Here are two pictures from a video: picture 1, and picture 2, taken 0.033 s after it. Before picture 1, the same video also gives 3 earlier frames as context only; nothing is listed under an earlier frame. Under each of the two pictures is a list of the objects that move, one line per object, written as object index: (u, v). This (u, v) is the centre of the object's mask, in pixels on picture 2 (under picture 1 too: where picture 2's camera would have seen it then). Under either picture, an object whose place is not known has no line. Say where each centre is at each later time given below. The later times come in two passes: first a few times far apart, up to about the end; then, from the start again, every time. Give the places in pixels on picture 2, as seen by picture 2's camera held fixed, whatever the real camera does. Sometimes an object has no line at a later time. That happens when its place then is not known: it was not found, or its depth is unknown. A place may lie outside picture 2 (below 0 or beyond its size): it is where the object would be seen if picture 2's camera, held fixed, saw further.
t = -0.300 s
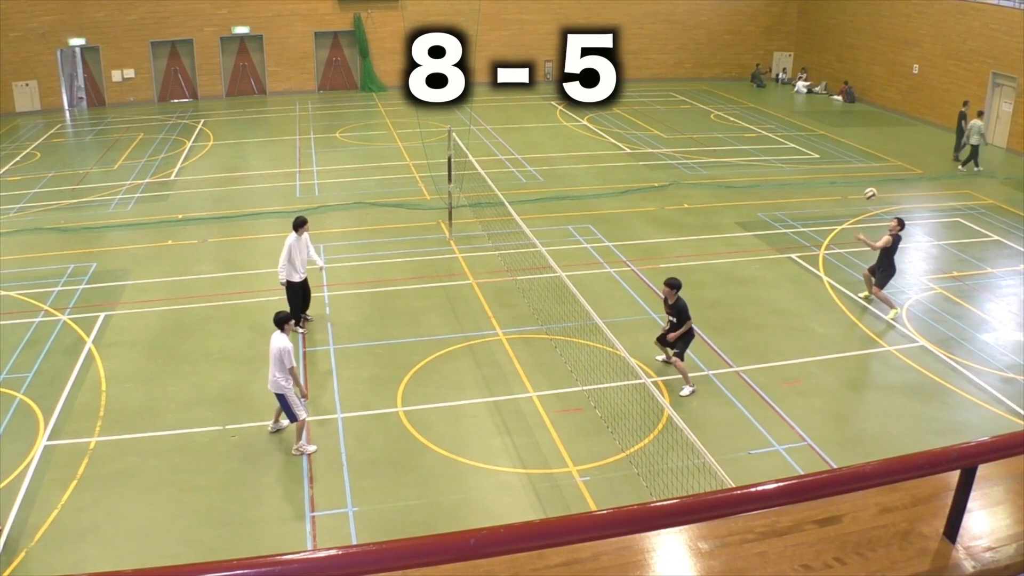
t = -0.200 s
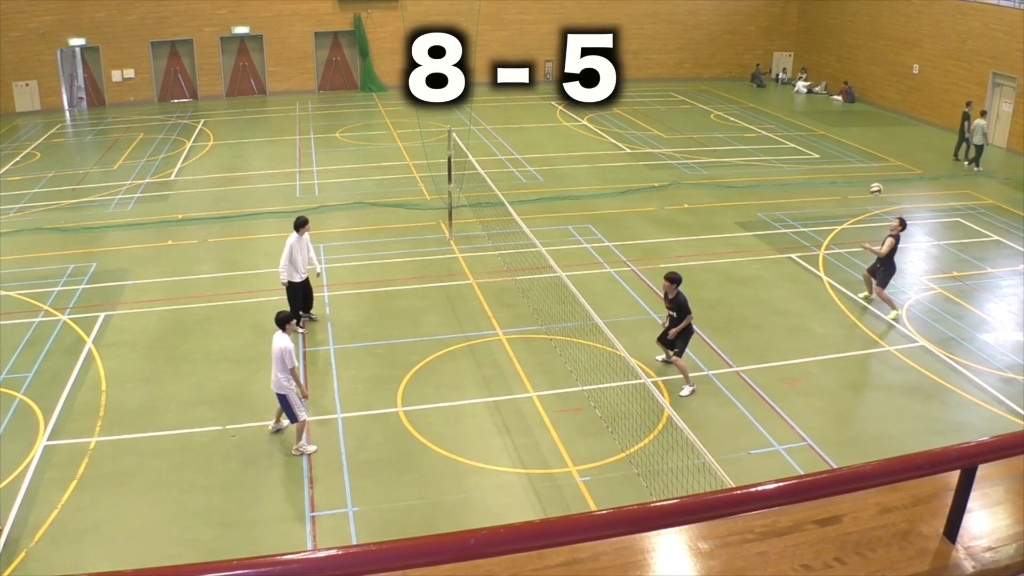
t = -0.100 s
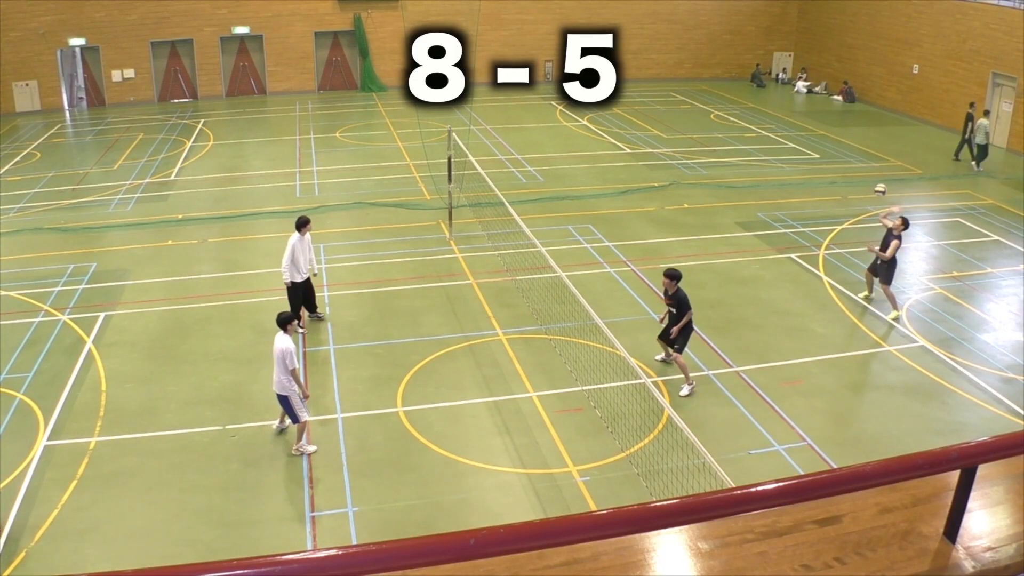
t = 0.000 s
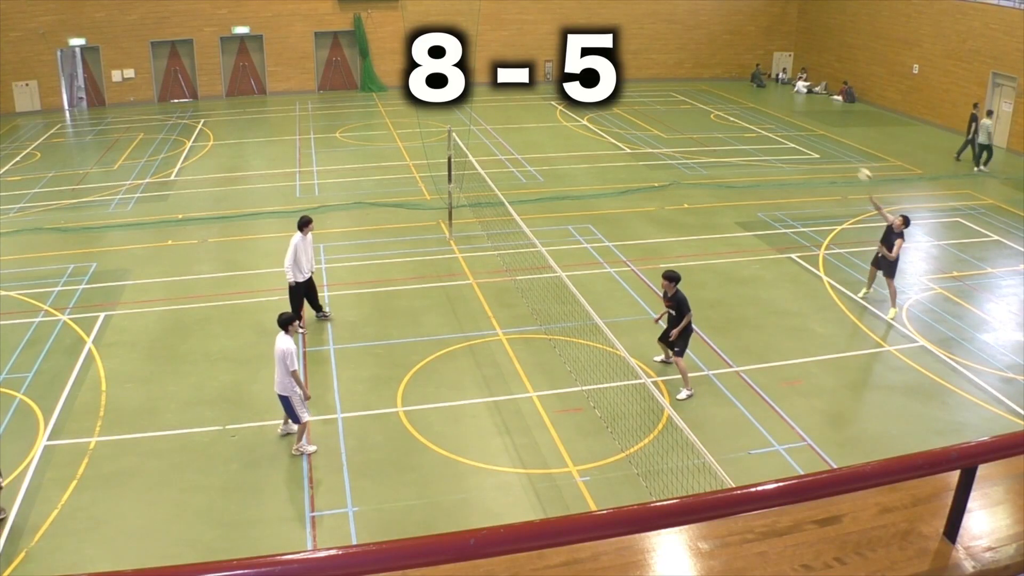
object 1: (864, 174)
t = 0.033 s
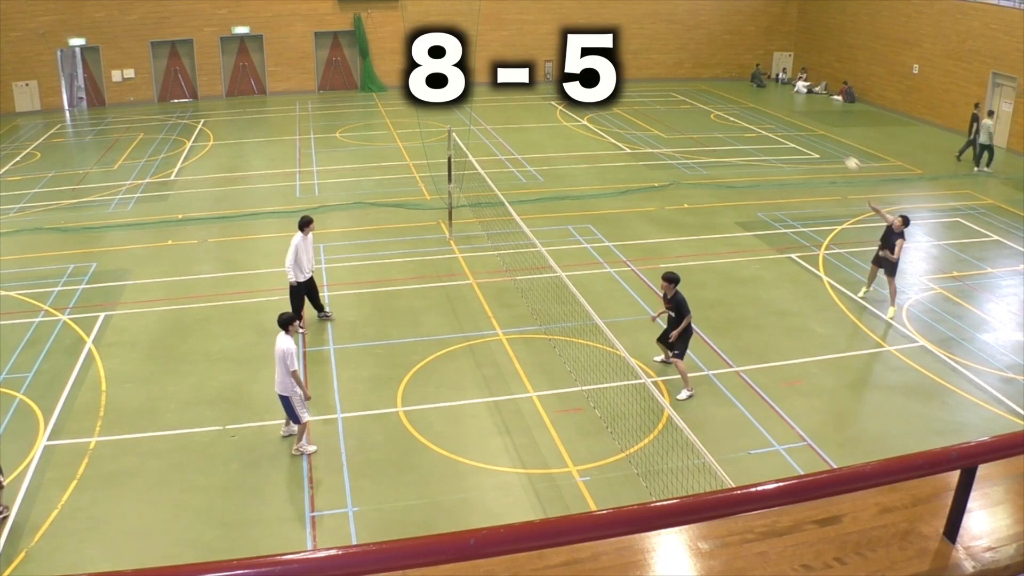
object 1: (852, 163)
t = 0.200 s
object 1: (785, 117)
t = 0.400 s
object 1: (693, 81)
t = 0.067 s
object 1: (839, 153)
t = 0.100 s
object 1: (827, 144)
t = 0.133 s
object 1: (814, 135)
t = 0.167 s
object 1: (800, 126)
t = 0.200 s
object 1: (785, 117)
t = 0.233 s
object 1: (770, 110)
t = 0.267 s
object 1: (756, 103)
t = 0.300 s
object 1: (741, 97)
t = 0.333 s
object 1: (725, 92)
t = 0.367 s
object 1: (710, 86)
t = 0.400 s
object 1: (693, 81)
